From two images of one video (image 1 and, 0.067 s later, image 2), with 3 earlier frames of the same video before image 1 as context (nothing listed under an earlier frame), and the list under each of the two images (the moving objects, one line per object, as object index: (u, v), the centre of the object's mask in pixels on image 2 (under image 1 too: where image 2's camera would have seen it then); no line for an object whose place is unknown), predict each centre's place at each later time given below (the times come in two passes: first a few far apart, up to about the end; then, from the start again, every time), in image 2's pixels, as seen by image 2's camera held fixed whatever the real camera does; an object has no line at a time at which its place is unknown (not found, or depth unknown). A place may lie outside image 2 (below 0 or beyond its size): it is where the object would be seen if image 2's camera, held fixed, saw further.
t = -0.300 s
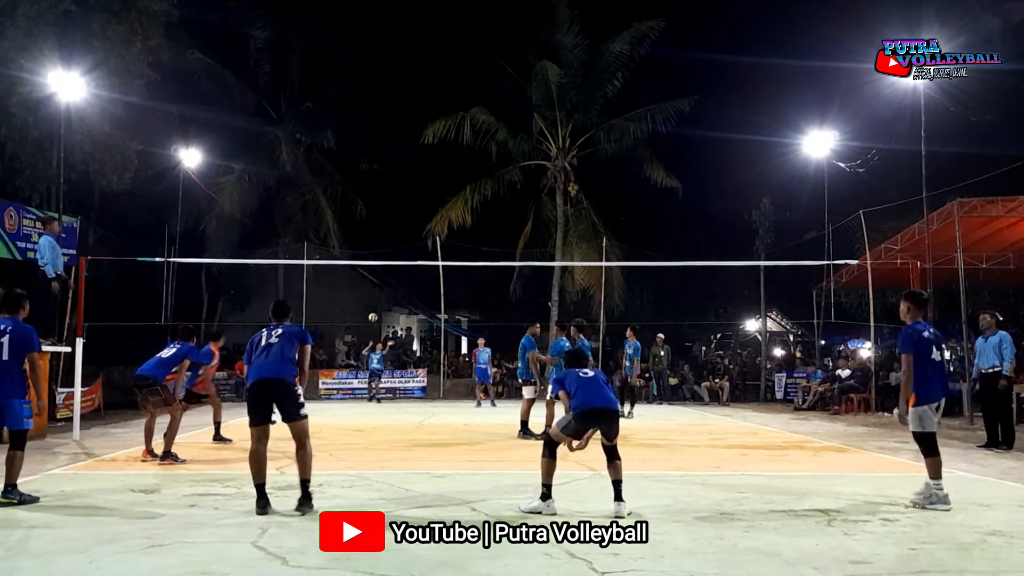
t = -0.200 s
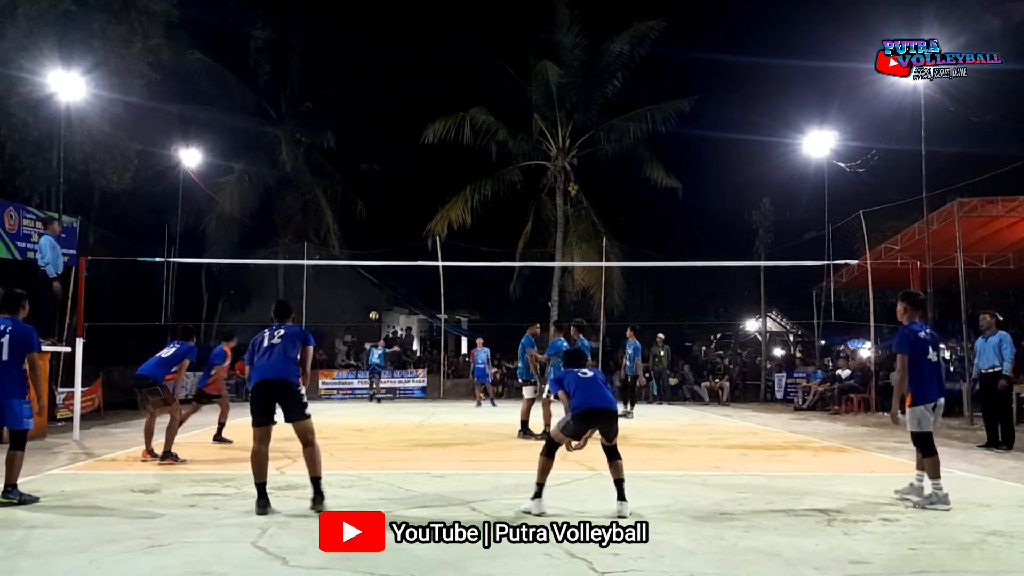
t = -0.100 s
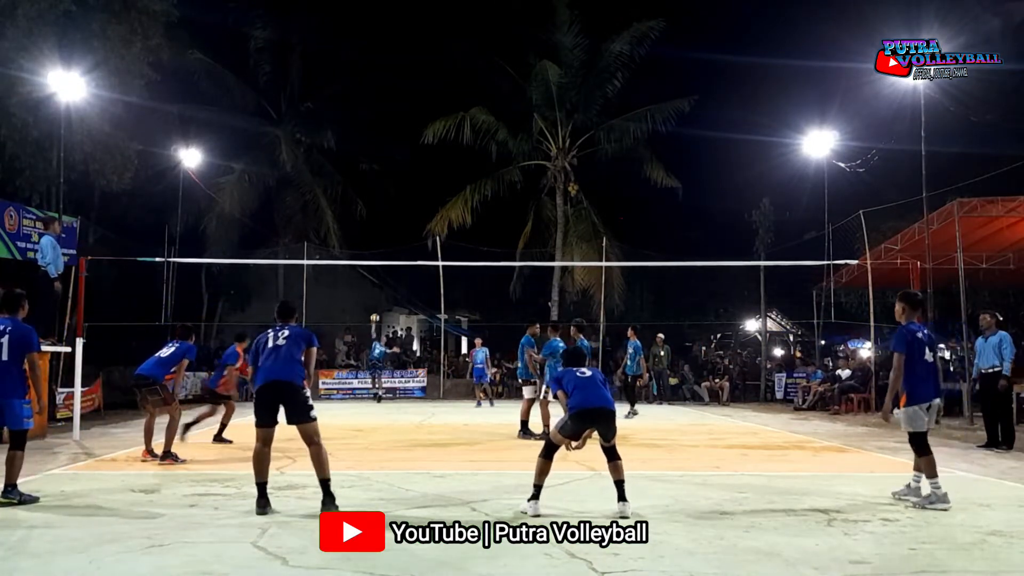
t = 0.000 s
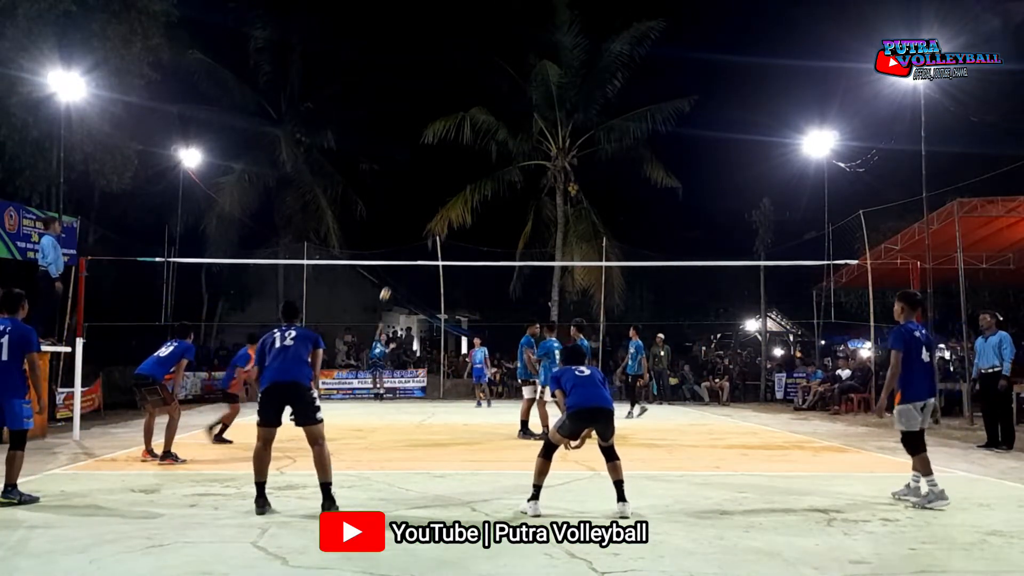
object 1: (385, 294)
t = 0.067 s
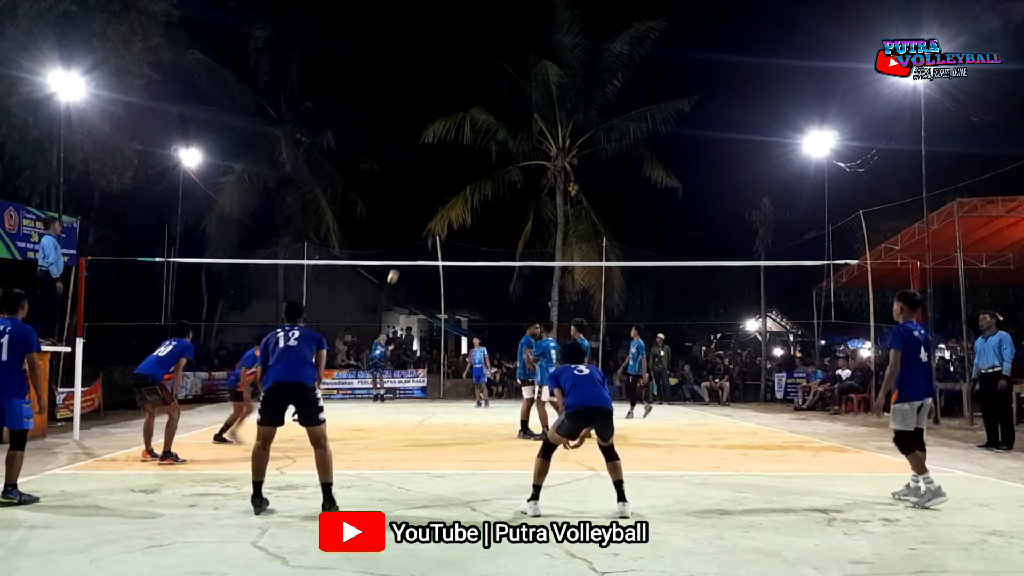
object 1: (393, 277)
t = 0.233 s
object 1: (414, 234)
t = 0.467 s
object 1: (453, 186)
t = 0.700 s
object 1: (510, 163)
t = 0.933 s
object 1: (596, 171)
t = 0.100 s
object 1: (396, 269)
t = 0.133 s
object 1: (401, 257)
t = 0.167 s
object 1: (405, 250)
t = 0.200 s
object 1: (410, 242)
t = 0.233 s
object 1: (414, 234)
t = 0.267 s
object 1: (419, 226)
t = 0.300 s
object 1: (424, 218)
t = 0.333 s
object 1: (429, 211)
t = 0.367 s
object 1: (435, 204)
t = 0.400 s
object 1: (441, 198)
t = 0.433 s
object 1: (447, 192)
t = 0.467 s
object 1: (453, 186)
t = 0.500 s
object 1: (460, 181)
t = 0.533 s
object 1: (467, 177)
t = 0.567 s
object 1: (475, 173)
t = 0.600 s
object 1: (483, 170)
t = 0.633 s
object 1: (492, 167)
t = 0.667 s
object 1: (501, 165)
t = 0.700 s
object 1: (510, 163)
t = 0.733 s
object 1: (521, 162)
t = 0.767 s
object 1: (532, 162)
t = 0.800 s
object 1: (543, 162)
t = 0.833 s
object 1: (556, 163)
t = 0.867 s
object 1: (567, 165)
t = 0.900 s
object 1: (581, 167)
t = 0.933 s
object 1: (596, 171)
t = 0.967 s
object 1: (612, 175)
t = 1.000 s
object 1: (628, 180)
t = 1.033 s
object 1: (645, 187)
